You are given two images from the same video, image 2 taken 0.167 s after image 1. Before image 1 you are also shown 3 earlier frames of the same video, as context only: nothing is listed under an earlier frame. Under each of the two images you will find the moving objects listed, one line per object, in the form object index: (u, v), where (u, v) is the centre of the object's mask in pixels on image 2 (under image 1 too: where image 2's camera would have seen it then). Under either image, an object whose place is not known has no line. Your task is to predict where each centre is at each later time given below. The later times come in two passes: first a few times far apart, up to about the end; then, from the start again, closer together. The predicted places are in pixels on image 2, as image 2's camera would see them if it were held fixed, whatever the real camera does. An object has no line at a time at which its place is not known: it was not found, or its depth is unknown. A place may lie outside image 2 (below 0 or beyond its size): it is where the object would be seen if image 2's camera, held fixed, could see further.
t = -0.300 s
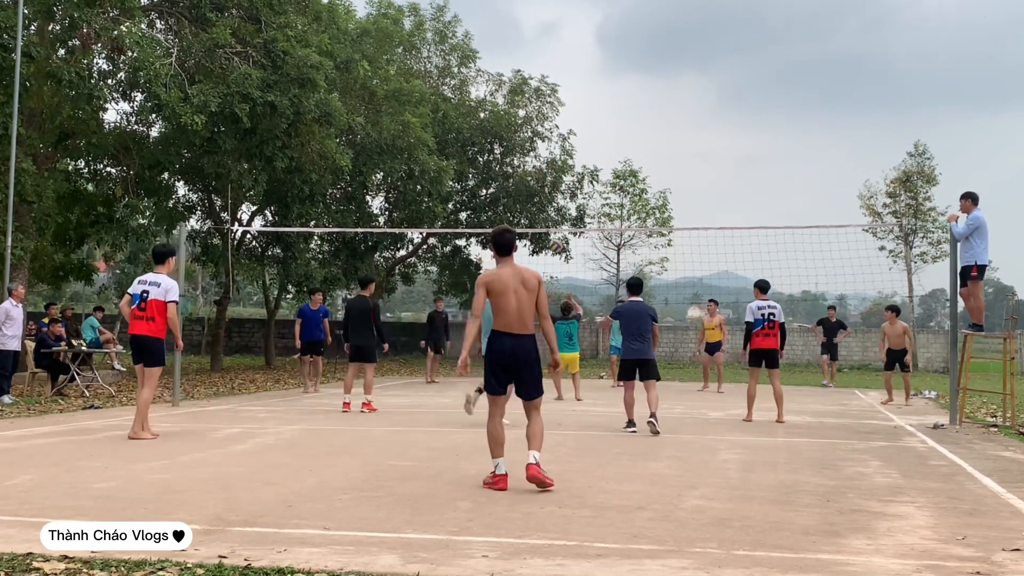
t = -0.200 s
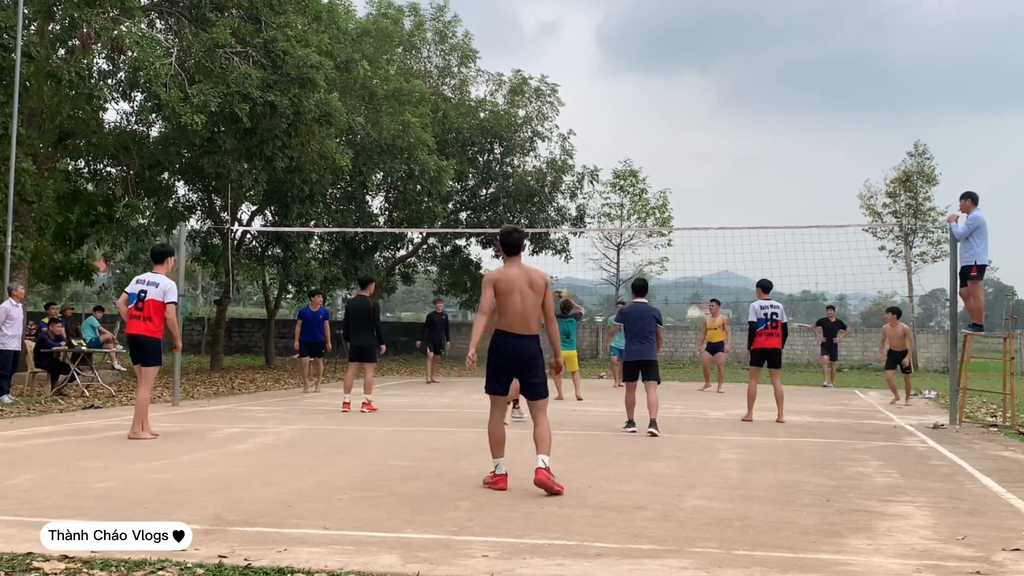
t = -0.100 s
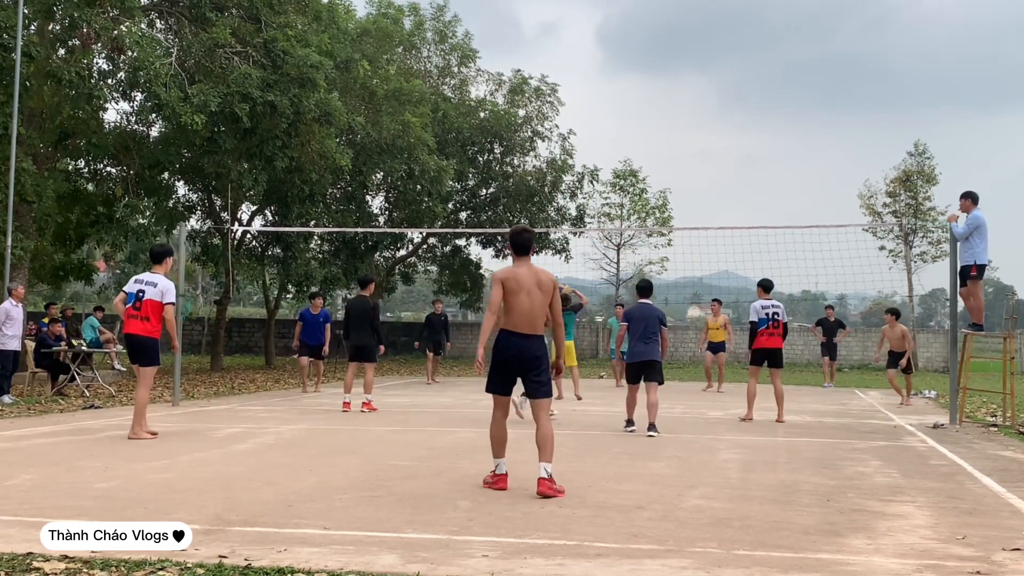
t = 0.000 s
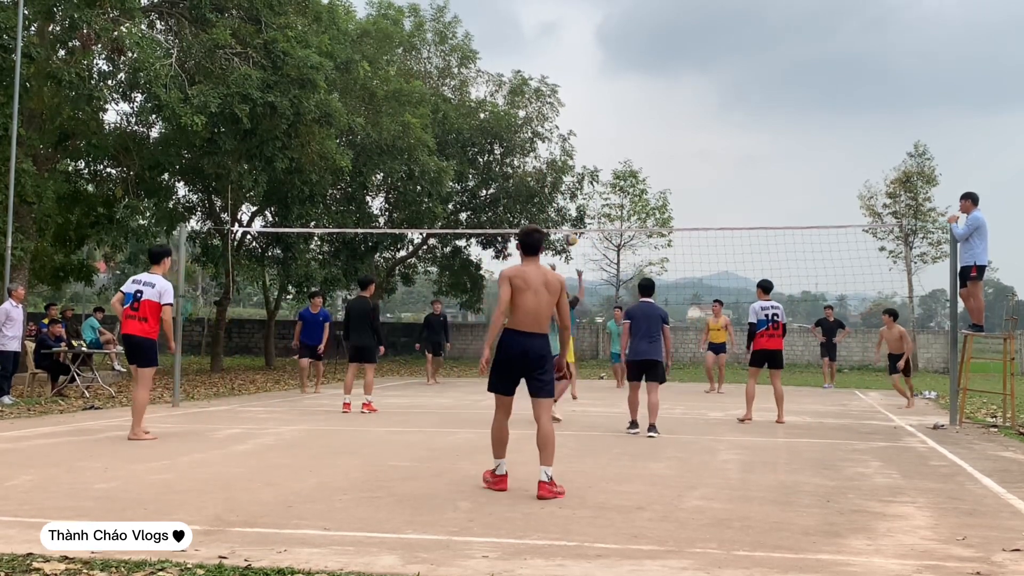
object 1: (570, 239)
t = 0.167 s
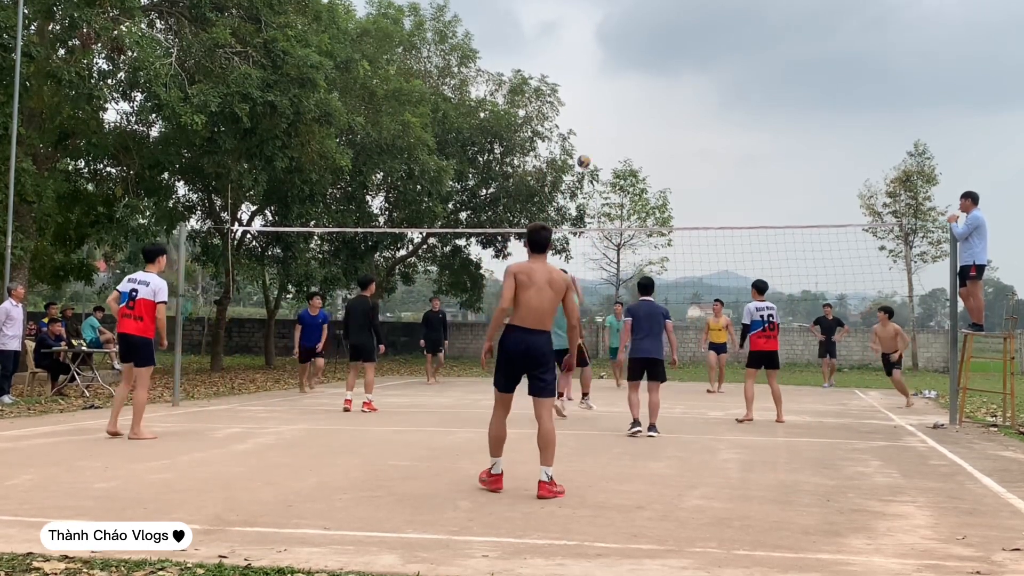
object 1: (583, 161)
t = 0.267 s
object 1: (591, 124)
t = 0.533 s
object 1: (613, 57)
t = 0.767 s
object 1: (630, 36)
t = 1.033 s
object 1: (650, 56)
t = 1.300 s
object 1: (668, 124)
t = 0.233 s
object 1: (589, 136)
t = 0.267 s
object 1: (591, 124)
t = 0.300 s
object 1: (594, 113)
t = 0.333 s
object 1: (597, 103)
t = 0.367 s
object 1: (599, 93)
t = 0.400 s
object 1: (602, 84)
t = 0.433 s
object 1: (605, 77)
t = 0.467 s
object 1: (607, 69)
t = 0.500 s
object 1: (610, 63)
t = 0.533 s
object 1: (613, 57)
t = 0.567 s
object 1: (615, 52)
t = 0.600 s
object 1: (618, 47)
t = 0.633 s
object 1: (620, 44)
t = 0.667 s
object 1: (623, 41)
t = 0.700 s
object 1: (625, 38)
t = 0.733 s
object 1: (628, 37)
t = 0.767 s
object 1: (630, 36)
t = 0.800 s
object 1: (633, 36)
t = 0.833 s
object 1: (635, 37)
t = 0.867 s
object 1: (638, 38)
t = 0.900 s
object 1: (640, 40)
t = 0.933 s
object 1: (642, 43)
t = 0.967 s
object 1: (645, 47)
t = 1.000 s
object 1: (647, 51)
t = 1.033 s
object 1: (650, 56)
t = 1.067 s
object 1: (652, 62)
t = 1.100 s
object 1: (654, 69)
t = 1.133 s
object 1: (657, 76)
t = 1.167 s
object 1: (659, 84)
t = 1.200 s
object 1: (662, 93)
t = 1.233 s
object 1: (664, 103)
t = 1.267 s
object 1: (666, 113)
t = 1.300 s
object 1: (668, 124)
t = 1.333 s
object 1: (670, 136)
